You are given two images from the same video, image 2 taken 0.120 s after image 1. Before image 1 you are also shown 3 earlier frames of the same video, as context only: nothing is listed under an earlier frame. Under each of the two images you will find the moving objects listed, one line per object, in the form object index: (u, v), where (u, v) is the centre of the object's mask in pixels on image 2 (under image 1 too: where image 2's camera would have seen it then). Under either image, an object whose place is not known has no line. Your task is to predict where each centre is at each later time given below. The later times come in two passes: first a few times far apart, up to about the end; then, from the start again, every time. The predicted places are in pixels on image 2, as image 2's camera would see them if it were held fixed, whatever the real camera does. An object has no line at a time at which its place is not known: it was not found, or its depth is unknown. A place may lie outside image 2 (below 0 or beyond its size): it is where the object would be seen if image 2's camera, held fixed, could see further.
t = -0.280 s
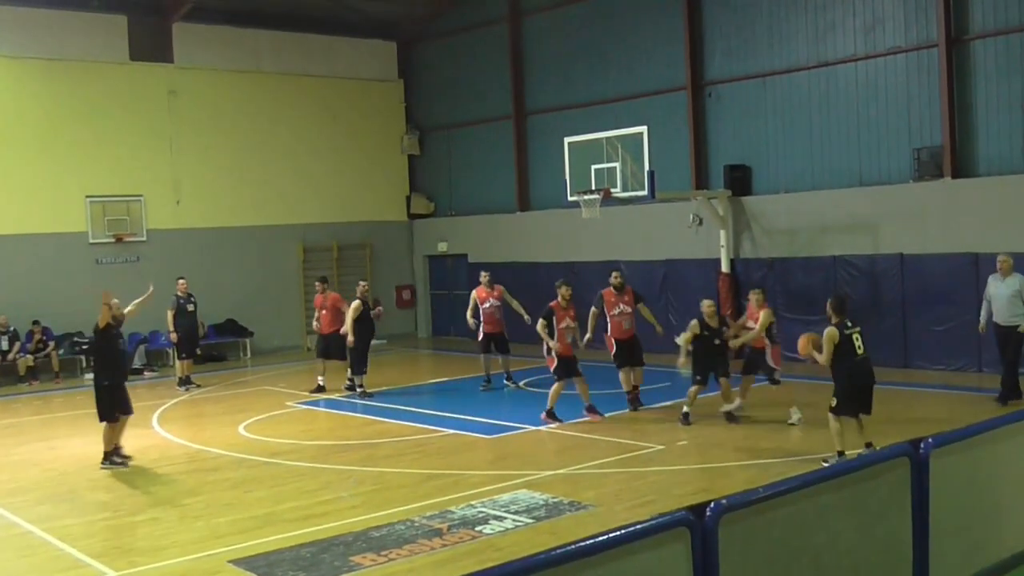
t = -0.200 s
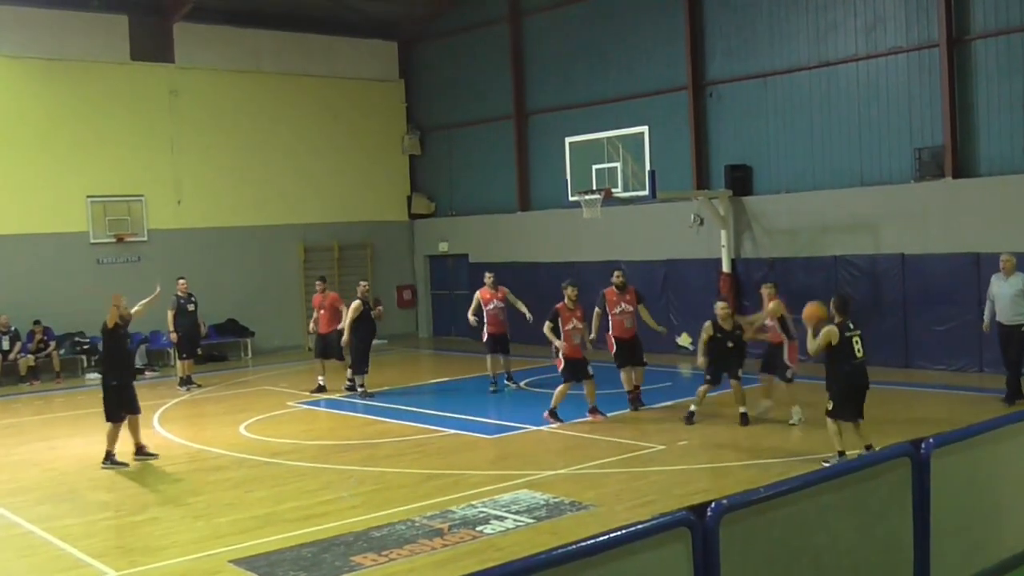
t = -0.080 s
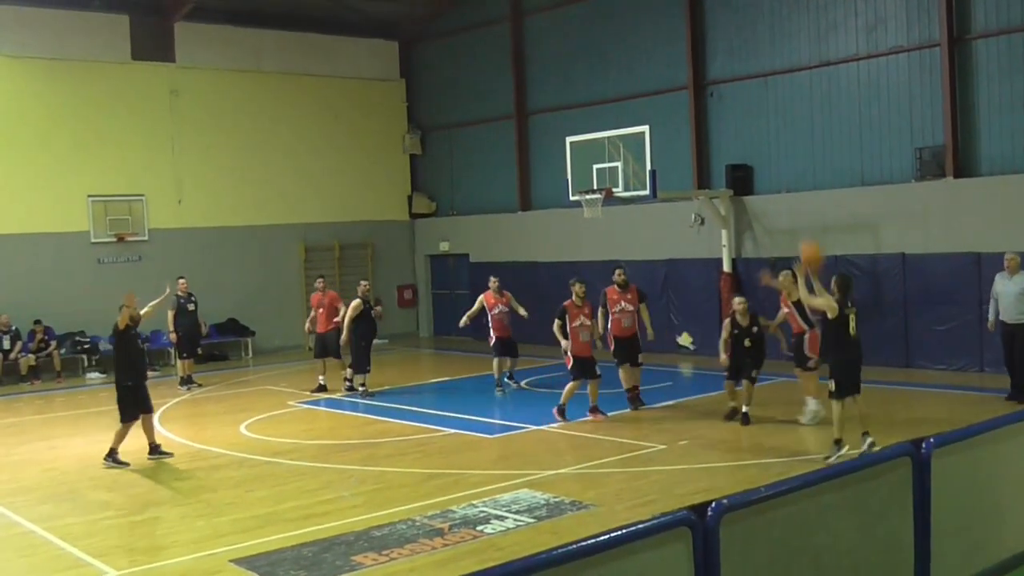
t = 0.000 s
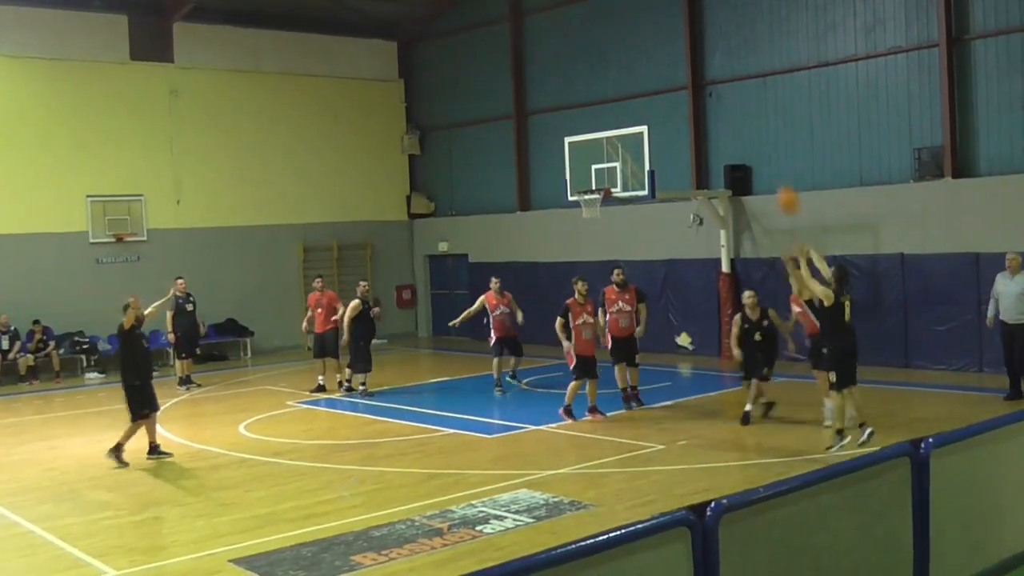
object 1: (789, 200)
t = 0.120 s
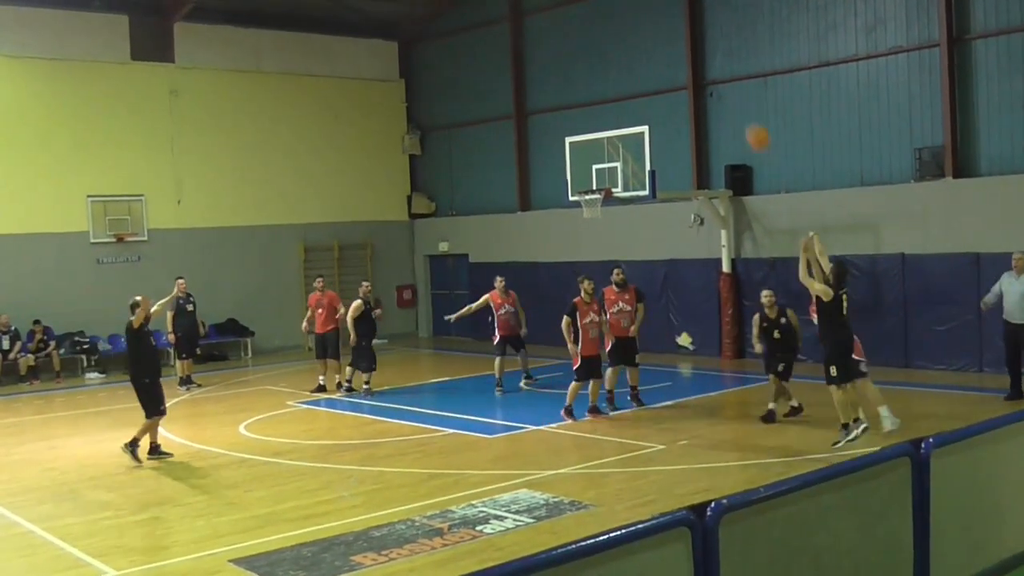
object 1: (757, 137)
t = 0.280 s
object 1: (720, 79)
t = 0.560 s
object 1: (668, 43)
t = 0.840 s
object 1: (629, 65)
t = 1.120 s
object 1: (598, 132)
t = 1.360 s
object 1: (582, 202)
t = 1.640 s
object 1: (601, 241)
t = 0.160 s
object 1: (748, 120)
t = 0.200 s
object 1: (739, 105)
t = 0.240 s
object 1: (730, 92)
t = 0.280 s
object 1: (720, 79)
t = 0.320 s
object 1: (713, 70)
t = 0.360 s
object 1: (705, 62)
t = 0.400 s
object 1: (698, 55)
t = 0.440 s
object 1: (689, 50)
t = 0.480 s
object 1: (682, 46)
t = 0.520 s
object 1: (675, 43)
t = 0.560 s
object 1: (668, 43)
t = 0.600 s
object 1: (663, 42)
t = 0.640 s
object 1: (656, 43)
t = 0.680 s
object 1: (650, 45)
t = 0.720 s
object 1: (645, 48)
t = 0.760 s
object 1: (639, 53)
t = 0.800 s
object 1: (633, 58)
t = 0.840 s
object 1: (629, 65)
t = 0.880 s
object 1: (623, 72)
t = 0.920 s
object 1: (620, 80)
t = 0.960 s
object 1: (615, 89)
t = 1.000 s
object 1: (610, 98)
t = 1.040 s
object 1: (606, 109)
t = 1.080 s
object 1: (602, 120)
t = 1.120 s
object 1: (598, 132)
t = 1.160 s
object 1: (595, 146)
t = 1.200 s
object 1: (590, 159)
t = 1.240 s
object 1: (586, 173)
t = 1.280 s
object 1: (582, 187)
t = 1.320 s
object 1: (581, 199)
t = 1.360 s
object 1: (582, 202)
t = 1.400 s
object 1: (585, 206)
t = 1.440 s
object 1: (588, 209)
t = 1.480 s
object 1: (591, 213)
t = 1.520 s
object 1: (593, 219)
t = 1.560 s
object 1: (596, 226)
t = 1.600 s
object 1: (598, 232)
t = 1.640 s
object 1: (601, 241)
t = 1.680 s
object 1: (602, 250)
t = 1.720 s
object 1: (605, 259)
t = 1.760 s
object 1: (607, 270)
